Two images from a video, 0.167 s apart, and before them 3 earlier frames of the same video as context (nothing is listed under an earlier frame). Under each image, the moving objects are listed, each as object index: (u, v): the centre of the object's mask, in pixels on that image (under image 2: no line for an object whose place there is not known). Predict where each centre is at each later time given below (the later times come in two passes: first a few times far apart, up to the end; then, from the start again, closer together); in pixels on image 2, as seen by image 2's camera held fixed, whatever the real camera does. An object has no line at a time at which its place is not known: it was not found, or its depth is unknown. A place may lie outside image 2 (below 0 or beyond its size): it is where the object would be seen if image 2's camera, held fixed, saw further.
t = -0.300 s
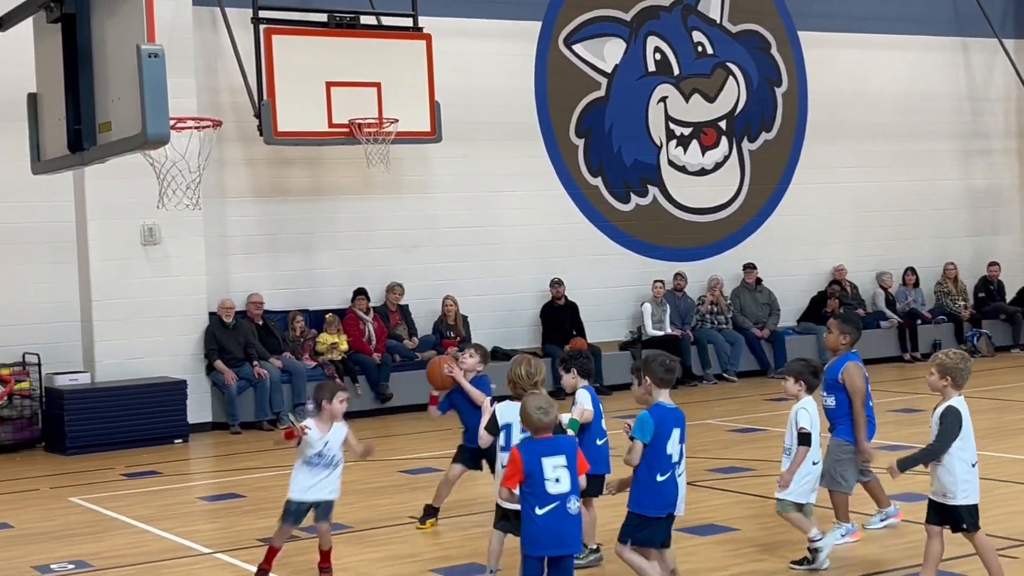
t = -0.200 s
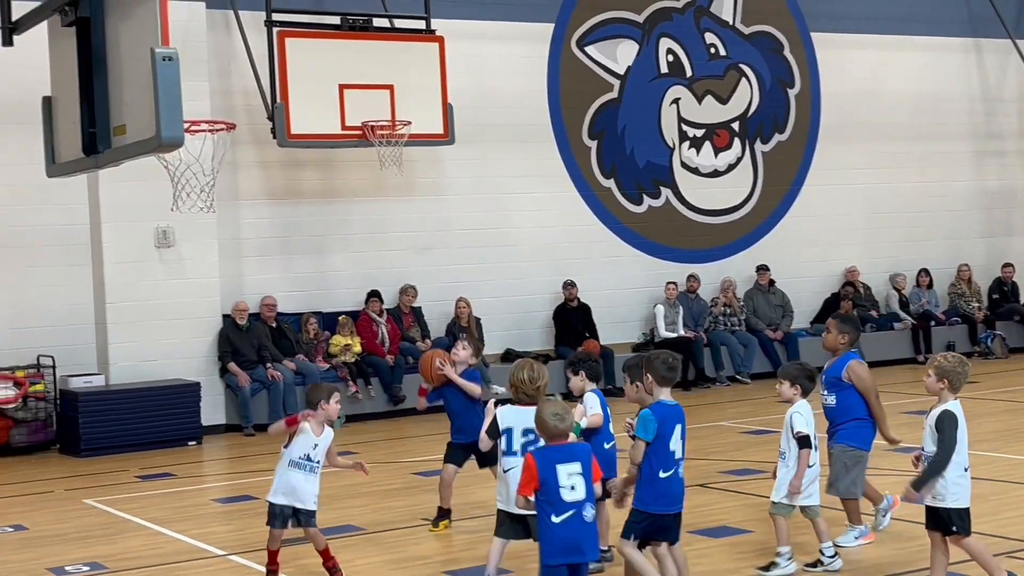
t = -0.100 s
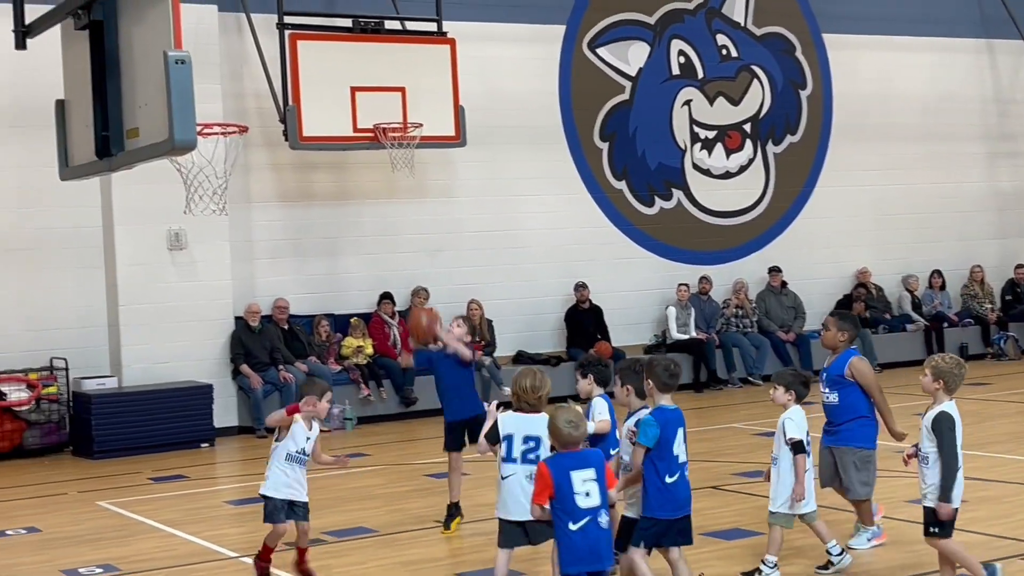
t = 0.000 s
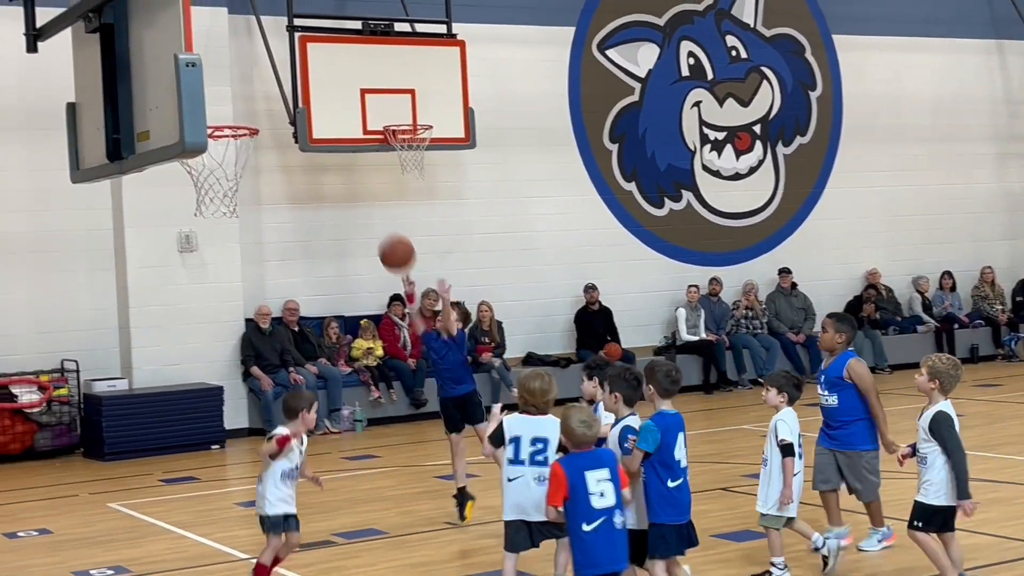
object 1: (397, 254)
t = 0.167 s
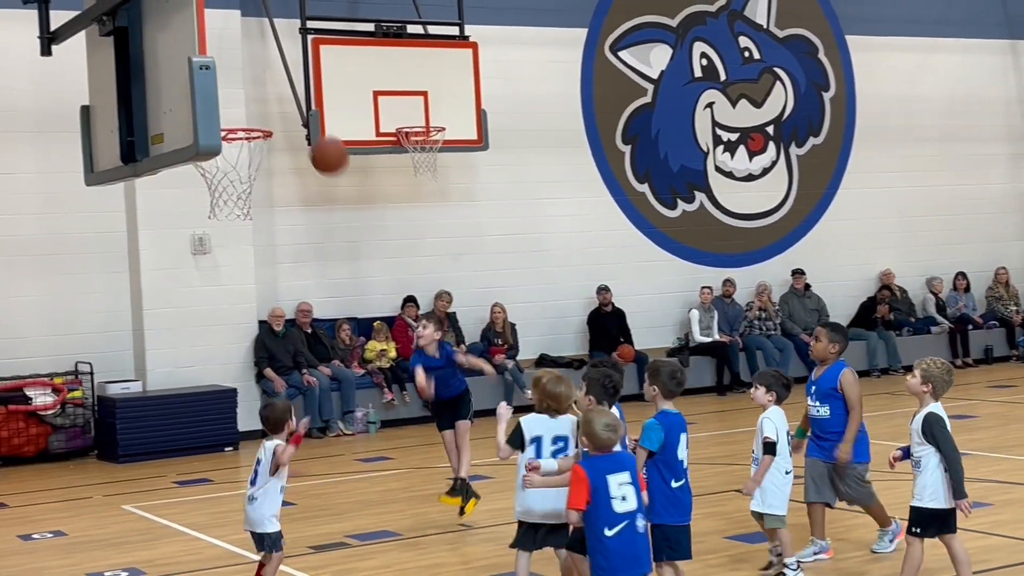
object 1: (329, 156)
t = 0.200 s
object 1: (311, 139)
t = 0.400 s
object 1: (221, 79)
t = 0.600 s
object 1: (225, 92)
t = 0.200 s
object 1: (311, 139)
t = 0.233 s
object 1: (294, 125)
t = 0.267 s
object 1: (276, 112)
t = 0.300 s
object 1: (257, 102)
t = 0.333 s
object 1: (238, 92)
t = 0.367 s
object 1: (228, 84)
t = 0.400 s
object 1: (221, 79)
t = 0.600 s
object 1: (225, 92)
